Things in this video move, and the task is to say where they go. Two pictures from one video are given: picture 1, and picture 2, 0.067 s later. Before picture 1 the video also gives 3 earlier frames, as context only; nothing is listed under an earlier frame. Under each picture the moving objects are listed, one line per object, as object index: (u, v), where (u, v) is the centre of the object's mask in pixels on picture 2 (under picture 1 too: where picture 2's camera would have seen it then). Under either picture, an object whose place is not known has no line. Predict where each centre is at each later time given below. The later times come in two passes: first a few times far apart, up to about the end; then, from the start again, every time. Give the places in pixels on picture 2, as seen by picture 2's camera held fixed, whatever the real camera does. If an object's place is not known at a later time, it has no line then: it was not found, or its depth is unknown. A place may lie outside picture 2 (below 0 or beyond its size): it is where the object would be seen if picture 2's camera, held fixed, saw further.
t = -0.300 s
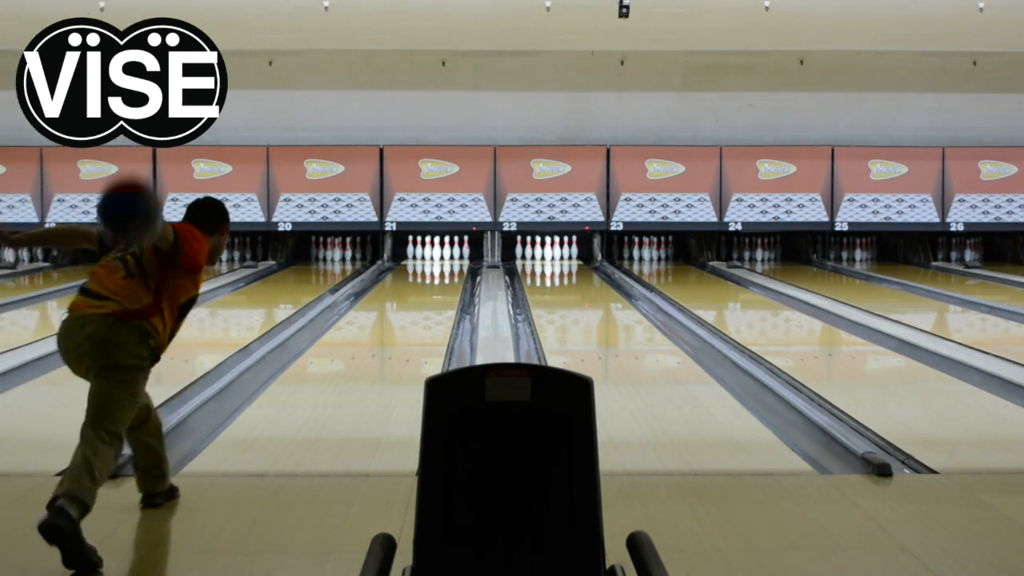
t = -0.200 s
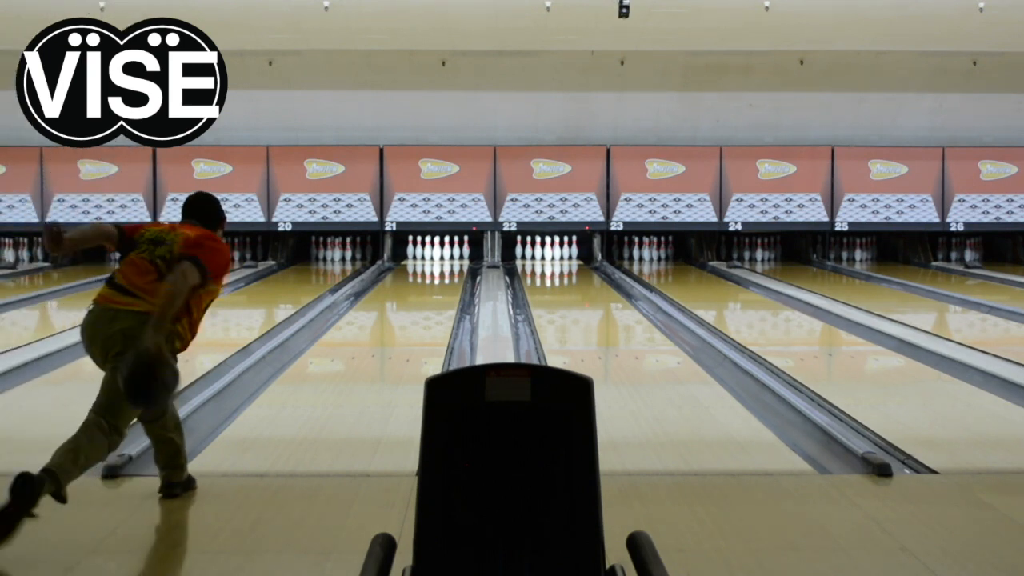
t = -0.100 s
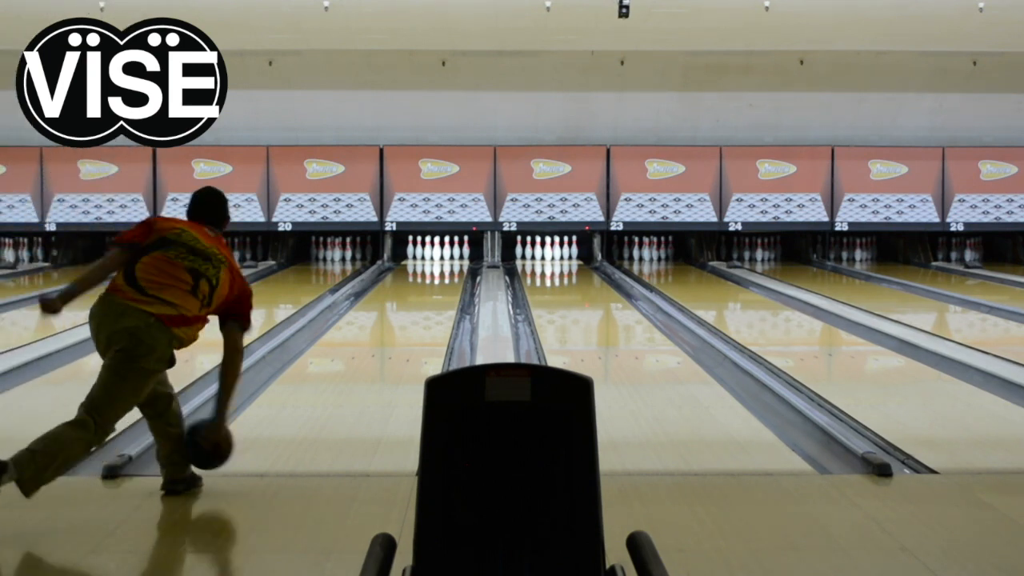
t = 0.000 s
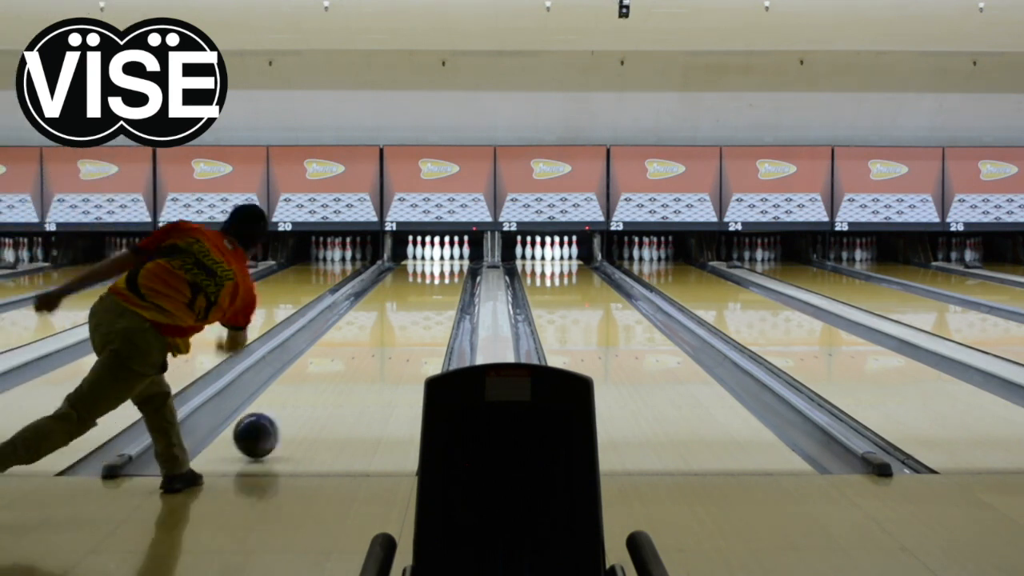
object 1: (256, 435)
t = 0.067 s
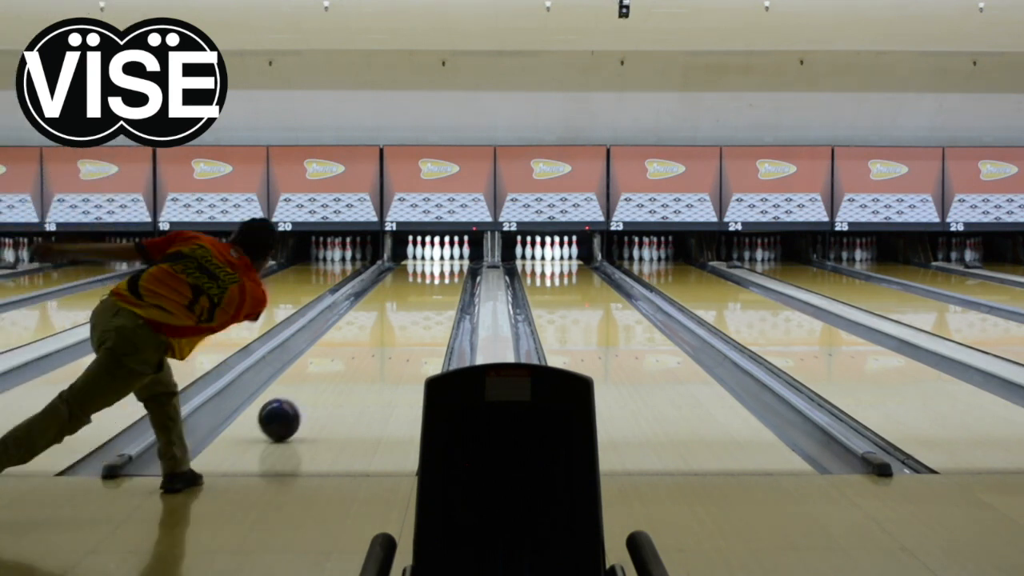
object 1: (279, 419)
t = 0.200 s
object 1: (316, 389)
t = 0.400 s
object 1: (357, 356)
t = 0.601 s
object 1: (386, 334)
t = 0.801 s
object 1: (408, 316)
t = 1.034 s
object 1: (427, 299)
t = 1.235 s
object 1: (439, 289)
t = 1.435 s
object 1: (447, 280)
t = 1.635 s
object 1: (452, 272)
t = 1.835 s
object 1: (453, 265)
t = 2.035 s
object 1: (451, 260)
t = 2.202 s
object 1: (447, 256)
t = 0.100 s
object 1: (289, 411)
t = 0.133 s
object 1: (299, 404)
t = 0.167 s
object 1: (308, 397)
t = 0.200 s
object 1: (316, 389)
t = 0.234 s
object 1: (324, 383)
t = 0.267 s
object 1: (332, 377)
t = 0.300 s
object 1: (338, 371)
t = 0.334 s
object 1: (345, 366)
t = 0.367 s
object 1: (351, 361)
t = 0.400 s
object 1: (357, 356)
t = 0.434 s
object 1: (362, 352)
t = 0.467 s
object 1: (368, 348)
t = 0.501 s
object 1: (373, 344)
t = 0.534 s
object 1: (378, 341)
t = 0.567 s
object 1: (382, 337)
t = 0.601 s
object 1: (386, 334)
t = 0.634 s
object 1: (390, 331)
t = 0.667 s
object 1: (394, 328)
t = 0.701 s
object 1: (398, 325)
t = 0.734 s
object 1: (401, 322)
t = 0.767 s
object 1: (405, 319)
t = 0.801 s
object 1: (408, 316)
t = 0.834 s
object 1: (411, 313)
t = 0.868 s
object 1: (414, 311)
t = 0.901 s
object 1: (416, 308)
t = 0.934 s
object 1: (419, 306)
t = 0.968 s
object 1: (422, 304)
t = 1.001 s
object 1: (424, 302)
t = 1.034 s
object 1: (427, 299)
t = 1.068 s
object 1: (429, 297)
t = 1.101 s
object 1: (431, 295)
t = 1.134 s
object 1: (433, 294)
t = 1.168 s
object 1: (436, 292)
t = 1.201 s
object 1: (437, 290)
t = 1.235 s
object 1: (439, 289)
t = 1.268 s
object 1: (440, 287)
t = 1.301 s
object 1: (442, 285)
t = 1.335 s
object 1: (443, 284)
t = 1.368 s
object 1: (444, 283)
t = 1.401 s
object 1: (446, 281)
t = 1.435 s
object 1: (447, 280)
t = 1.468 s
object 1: (448, 278)
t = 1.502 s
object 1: (449, 277)
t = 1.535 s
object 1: (449, 276)
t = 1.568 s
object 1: (450, 274)
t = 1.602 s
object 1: (451, 273)
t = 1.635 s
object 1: (452, 272)
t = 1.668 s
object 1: (452, 271)
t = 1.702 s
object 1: (453, 270)
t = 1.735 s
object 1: (453, 269)
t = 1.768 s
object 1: (453, 268)
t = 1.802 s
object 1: (454, 267)
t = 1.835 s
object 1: (453, 265)
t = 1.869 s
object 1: (453, 265)
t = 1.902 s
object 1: (453, 264)
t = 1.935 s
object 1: (453, 263)
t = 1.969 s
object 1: (452, 263)
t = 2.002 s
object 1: (452, 261)
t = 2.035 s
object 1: (451, 260)
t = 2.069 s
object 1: (450, 259)
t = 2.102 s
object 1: (450, 259)
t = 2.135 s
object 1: (449, 258)
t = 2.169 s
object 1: (448, 257)
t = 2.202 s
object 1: (447, 256)
